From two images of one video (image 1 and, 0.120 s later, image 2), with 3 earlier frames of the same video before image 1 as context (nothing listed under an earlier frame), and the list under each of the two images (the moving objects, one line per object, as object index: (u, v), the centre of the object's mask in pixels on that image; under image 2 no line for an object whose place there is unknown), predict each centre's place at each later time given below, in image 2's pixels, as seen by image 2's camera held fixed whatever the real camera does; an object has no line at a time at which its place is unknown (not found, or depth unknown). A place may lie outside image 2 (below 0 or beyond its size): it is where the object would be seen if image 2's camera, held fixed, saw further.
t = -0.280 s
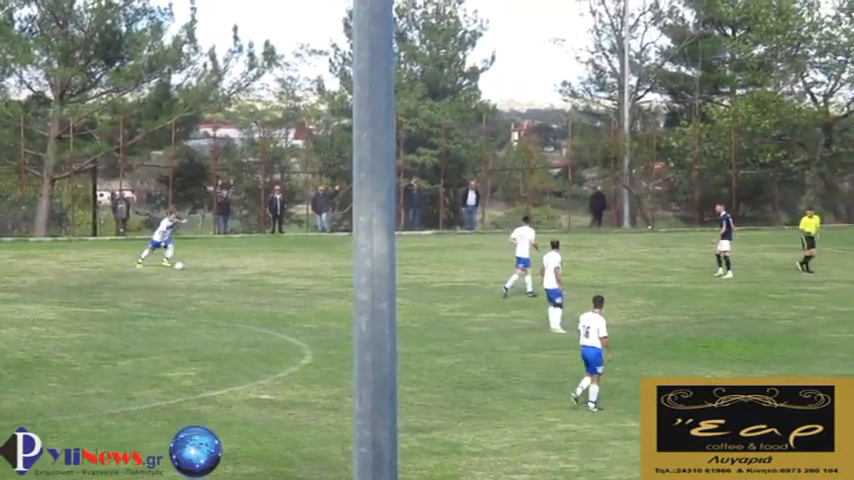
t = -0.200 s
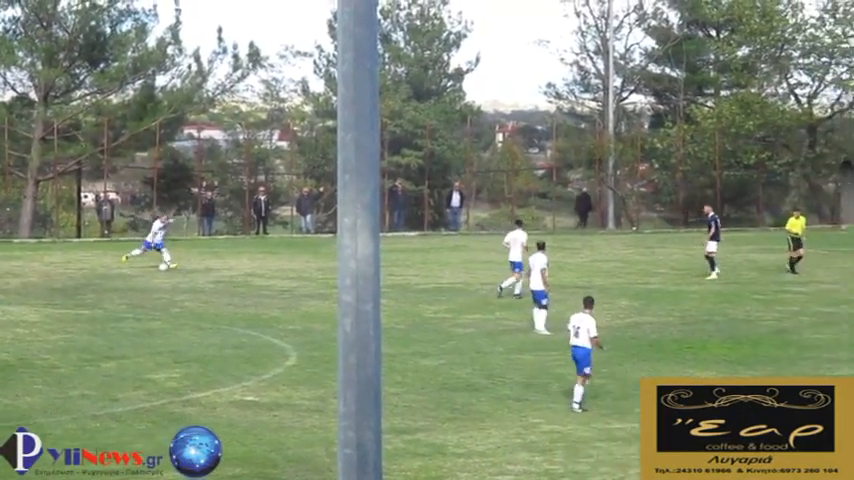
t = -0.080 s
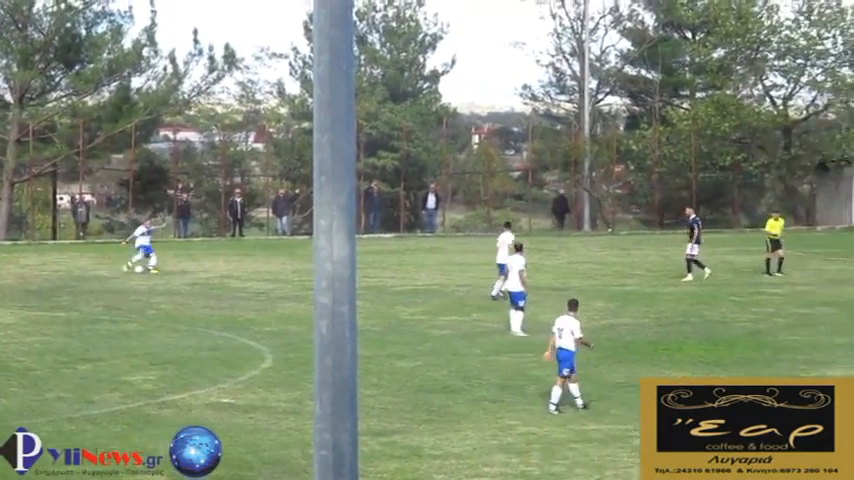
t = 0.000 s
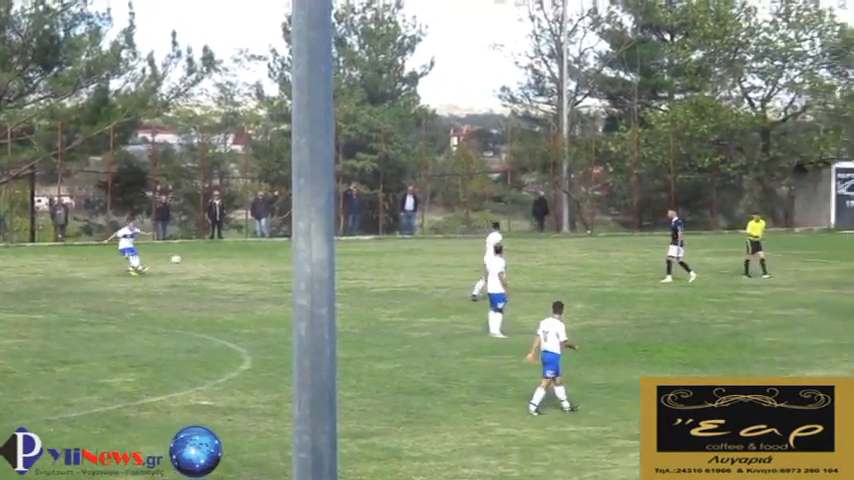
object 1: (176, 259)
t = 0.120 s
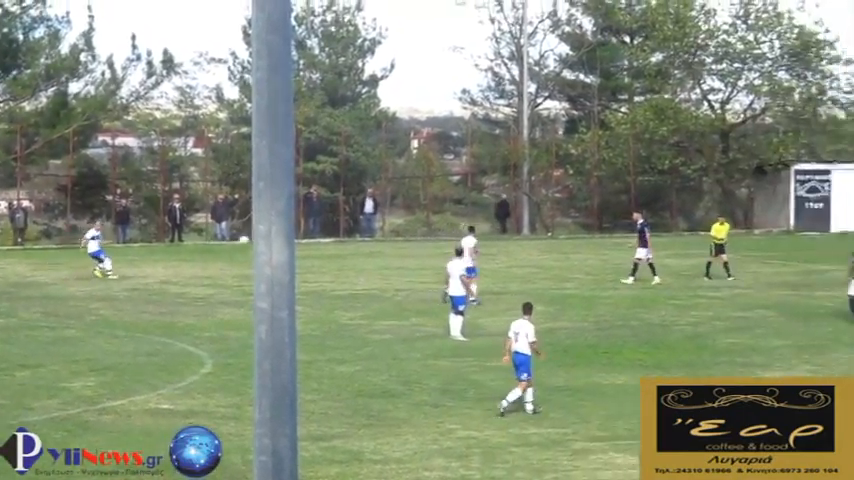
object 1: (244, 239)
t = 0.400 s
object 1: (485, 194)
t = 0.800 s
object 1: (818, 156)
